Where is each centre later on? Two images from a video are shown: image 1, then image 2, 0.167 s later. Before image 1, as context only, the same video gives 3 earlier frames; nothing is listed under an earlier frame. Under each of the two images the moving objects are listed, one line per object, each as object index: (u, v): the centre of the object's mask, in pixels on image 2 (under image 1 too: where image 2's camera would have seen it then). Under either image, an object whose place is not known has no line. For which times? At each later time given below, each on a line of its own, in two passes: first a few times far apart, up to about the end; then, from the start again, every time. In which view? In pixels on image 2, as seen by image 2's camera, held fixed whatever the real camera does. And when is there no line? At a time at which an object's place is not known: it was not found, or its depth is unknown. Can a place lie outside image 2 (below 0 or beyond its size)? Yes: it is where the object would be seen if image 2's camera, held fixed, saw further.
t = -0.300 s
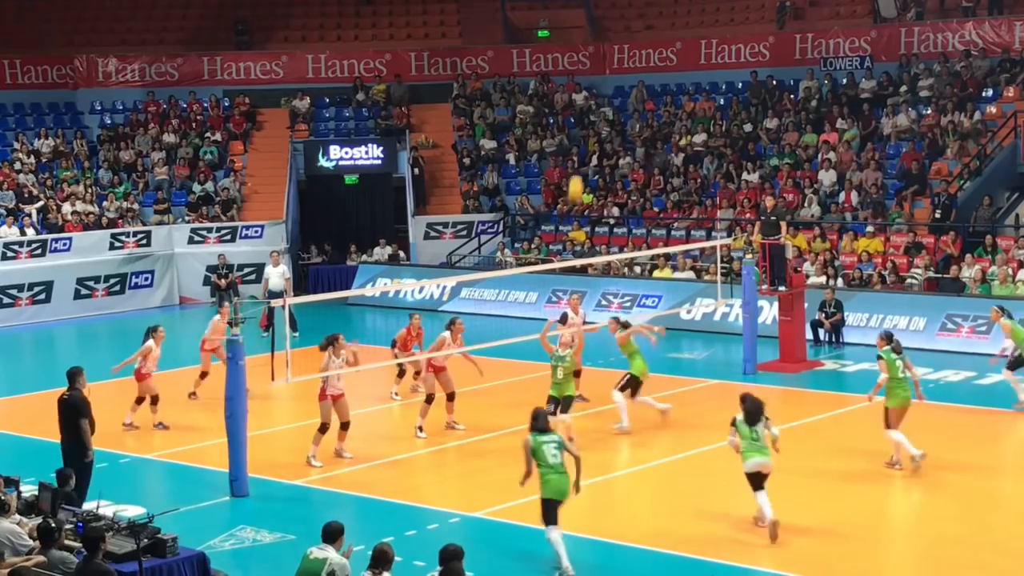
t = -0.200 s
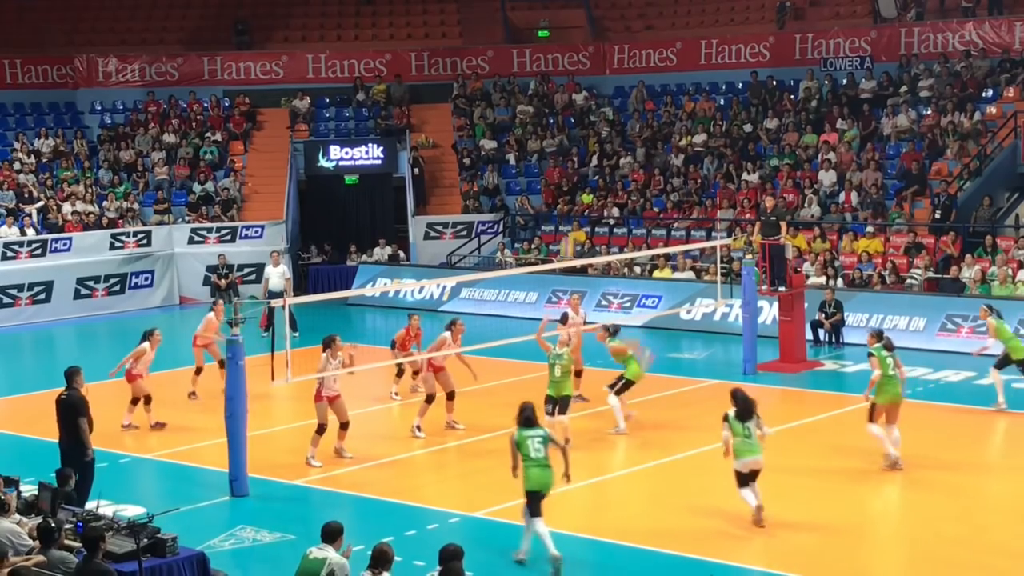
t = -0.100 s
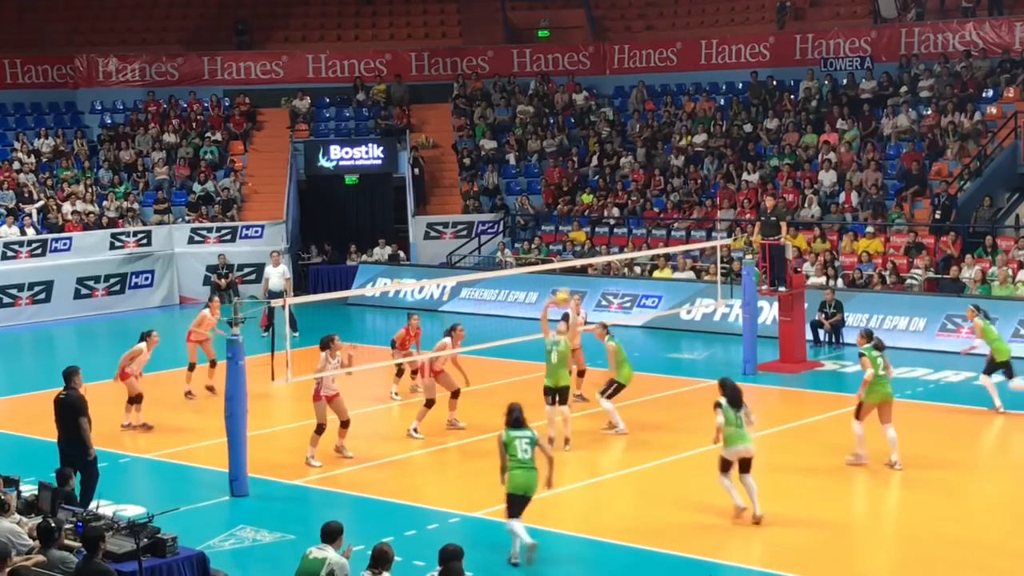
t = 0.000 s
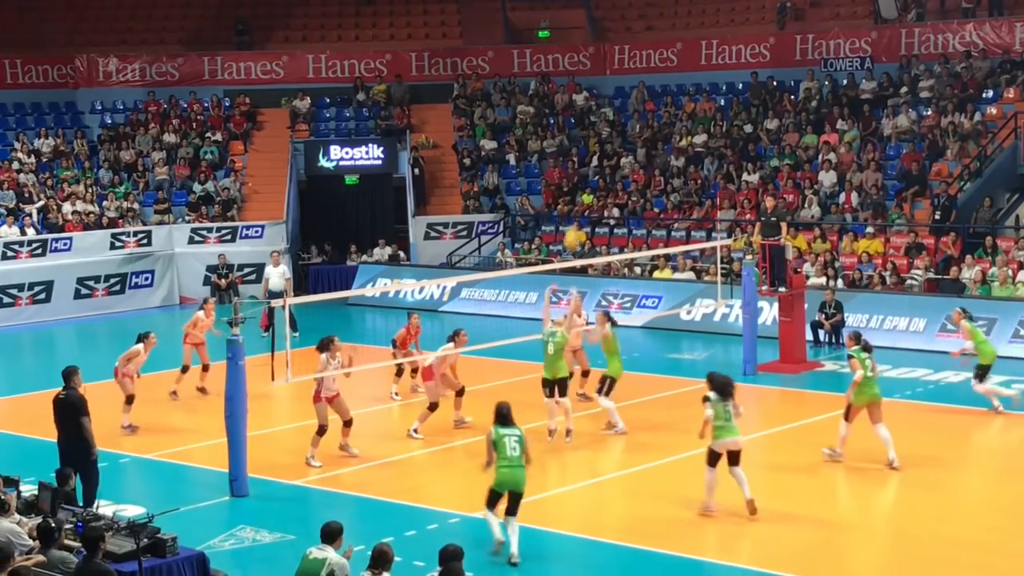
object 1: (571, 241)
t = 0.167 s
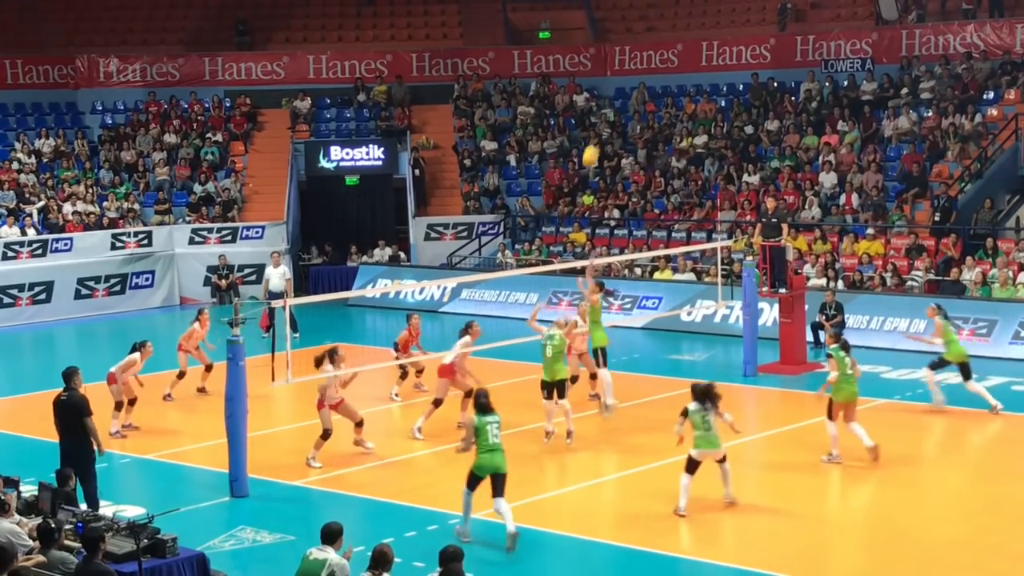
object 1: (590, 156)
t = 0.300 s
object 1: (605, 109)
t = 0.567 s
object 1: (633, 54)
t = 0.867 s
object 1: (663, 55)
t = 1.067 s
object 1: (680, 91)
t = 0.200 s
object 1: (594, 143)
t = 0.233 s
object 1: (597, 131)
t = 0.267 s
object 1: (601, 118)
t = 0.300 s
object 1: (605, 109)
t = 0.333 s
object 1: (609, 99)
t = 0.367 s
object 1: (613, 90)
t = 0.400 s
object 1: (616, 82)
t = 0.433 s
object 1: (620, 75)
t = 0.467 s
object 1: (623, 69)
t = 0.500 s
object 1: (627, 63)
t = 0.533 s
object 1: (630, 58)
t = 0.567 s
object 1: (633, 54)
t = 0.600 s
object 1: (636, 52)
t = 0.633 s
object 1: (640, 49)
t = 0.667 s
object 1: (643, 48)
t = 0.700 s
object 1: (646, 47)
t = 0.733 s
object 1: (649, 47)
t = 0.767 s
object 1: (653, 48)
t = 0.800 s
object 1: (656, 50)
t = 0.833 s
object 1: (659, 52)
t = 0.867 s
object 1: (663, 55)
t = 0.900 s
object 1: (666, 60)
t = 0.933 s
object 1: (669, 64)
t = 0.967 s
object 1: (671, 70)
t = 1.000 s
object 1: (674, 76)
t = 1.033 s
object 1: (677, 83)
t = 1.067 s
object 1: (680, 91)
